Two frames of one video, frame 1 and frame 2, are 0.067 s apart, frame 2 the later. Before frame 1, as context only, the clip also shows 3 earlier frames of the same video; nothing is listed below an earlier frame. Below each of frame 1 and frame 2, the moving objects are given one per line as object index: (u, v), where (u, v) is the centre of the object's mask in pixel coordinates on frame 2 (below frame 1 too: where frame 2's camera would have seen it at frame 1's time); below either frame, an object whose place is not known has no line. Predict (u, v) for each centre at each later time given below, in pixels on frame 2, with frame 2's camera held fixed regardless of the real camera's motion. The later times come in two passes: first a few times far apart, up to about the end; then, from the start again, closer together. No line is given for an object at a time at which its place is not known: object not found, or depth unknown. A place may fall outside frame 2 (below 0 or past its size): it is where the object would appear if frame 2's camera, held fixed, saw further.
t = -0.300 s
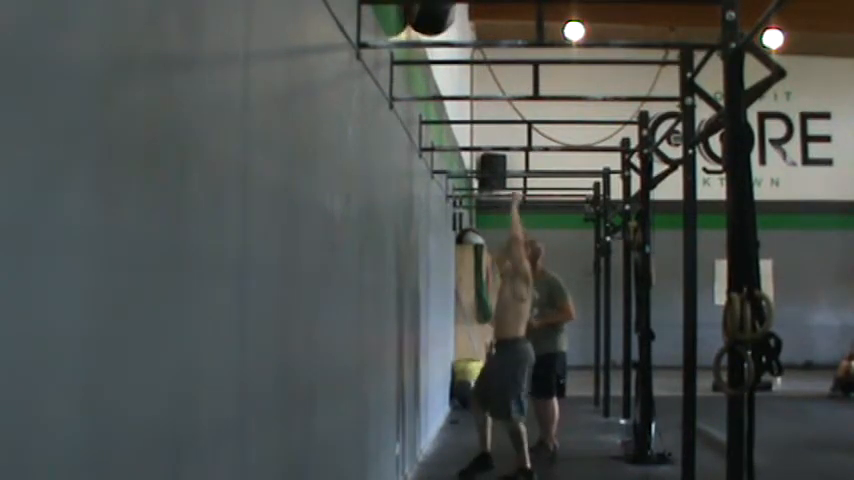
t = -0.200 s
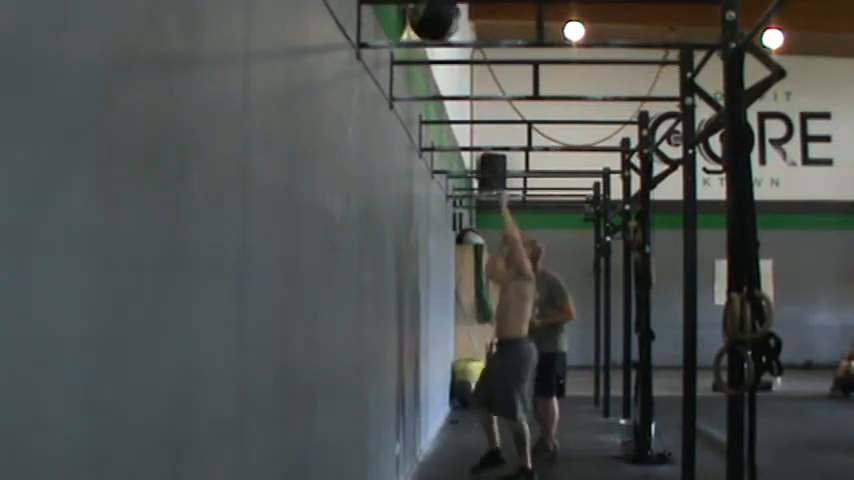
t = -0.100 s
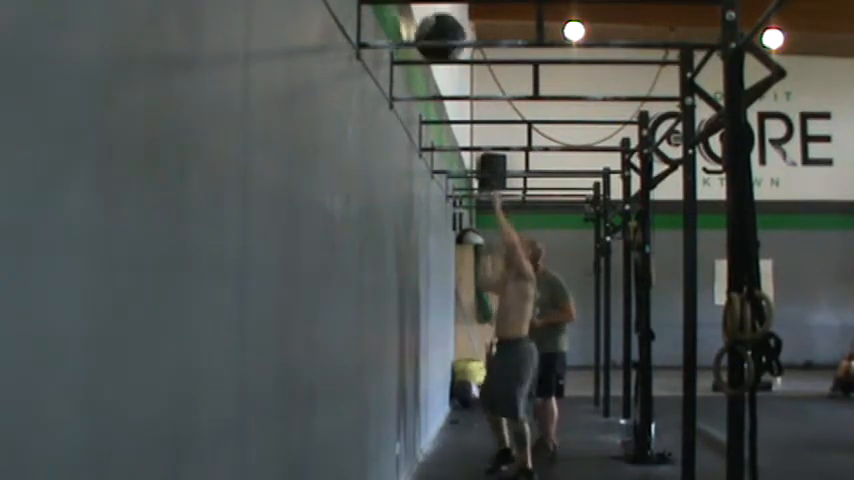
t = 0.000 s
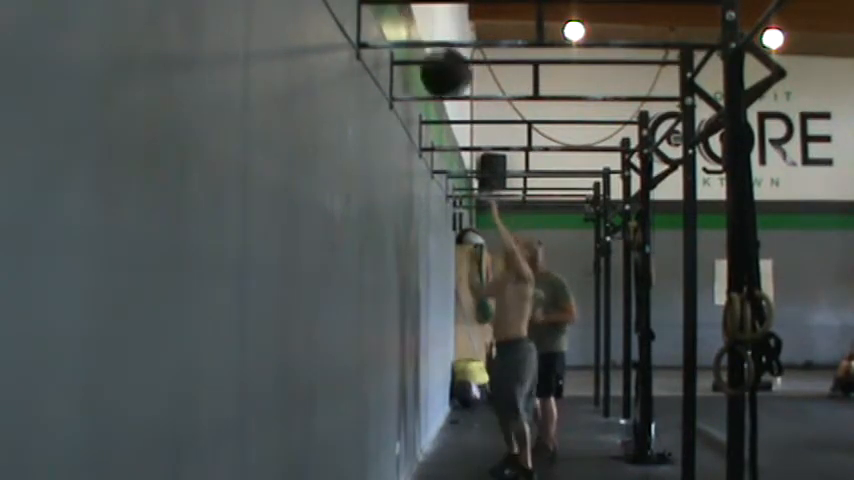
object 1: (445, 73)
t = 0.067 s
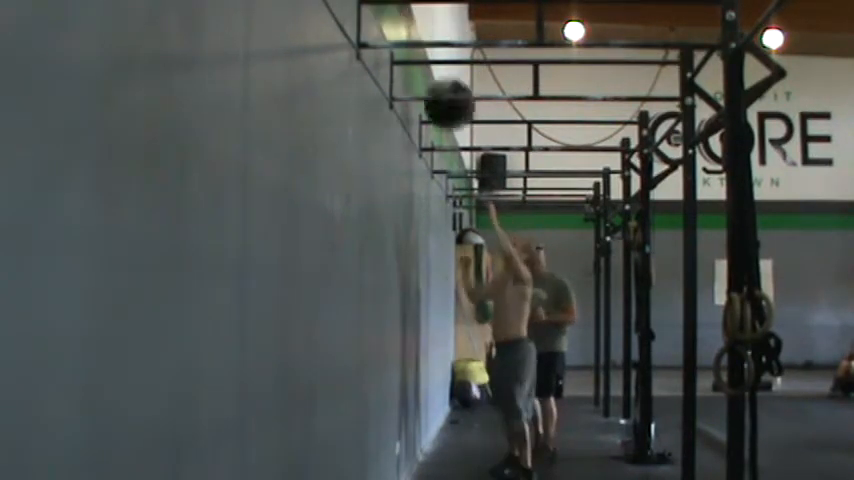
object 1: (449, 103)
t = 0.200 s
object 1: (456, 187)
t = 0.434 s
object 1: (451, 380)
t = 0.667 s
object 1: (444, 415)
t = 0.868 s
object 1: (444, 387)
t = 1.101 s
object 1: (441, 429)
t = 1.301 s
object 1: (444, 442)
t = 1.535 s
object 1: (449, 457)
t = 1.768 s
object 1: (454, 455)
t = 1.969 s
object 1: (457, 456)
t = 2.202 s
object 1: (459, 457)
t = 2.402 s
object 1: (459, 458)
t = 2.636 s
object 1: (459, 458)
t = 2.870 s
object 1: (459, 458)
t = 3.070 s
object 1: (459, 458)
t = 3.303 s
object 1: (459, 458)
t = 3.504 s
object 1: (459, 458)
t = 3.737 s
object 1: (459, 458)
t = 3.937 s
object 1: (459, 458)
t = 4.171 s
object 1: (459, 458)
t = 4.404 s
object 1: (459, 458)
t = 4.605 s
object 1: (459, 458)
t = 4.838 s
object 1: (459, 458)
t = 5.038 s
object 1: (459, 458)
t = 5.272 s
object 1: (459, 457)
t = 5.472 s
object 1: (459, 457)
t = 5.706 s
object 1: (459, 457)
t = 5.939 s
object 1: (459, 457)
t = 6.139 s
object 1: (459, 457)
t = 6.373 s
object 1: (459, 457)
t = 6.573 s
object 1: (459, 457)
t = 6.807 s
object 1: (459, 457)
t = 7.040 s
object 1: (459, 457)
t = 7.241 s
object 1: (459, 457)
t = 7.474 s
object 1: (459, 457)
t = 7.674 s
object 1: (459, 457)
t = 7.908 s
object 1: (459, 457)
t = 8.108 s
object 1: (459, 457)
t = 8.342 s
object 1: (459, 457)
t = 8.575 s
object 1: (459, 457)
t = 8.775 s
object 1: (459, 457)
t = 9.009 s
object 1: (459, 457)
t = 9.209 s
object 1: (459, 457)
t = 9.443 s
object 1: (459, 457)
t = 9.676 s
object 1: (459, 457)
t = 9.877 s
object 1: (459, 457)
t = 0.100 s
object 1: (451, 123)
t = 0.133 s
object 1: (453, 142)
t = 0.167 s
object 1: (455, 164)
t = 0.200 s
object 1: (456, 187)
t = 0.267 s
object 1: (458, 240)
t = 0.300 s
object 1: (458, 263)
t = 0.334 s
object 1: (455, 289)
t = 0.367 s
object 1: (454, 318)
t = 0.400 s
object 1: (453, 348)
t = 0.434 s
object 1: (451, 380)
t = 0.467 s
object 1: (448, 412)
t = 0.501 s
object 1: (445, 447)
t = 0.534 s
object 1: (444, 463)
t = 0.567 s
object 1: (444, 449)
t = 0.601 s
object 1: (445, 436)
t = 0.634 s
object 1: (445, 425)
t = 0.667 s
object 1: (444, 415)
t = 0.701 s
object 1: (443, 406)
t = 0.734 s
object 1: (445, 398)
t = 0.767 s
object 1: (445, 393)
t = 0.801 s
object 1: (444, 390)
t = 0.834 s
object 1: (444, 388)
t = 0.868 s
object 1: (444, 387)
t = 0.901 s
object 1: (444, 388)
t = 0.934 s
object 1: (444, 391)
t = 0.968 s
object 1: (444, 396)
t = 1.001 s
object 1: (444, 401)
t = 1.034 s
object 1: (442, 409)
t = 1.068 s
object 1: (441, 418)
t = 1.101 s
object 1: (441, 429)
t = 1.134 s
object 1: (439, 440)
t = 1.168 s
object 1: (440, 454)
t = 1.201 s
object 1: (441, 457)
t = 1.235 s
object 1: (442, 453)
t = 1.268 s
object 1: (443, 446)
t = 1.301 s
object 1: (444, 442)
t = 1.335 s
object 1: (445, 440)
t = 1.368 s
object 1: (445, 440)
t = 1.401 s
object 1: (446, 440)
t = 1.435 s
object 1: (447, 443)
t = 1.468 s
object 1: (448, 447)
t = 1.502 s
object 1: (448, 453)
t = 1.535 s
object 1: (449, 457)
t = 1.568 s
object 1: (450, 455)
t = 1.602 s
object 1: (451, 453)
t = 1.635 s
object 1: (451, 453)
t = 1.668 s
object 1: (452, 454)
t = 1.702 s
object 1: (452, 455)
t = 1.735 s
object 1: (453, 456)
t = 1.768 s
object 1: (454, 455)
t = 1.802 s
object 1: (455, 455)
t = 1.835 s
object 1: (455, 455)
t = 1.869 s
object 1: (456, 455)
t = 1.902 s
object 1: (456, 456)
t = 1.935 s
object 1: (457, 456)
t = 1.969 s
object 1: (457, 456)
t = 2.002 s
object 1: (458, 456)
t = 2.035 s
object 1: (458, 456)
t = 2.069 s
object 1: (458, 456)
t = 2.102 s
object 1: (459, 457)
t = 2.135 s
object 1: (459, 456)
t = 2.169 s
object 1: (459, 457)
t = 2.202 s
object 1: (459, 457)
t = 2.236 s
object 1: (459, 457)
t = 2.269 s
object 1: (459, 457)
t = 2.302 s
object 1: (459, 457)
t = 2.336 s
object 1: (459, 457)
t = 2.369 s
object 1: (459, 457)
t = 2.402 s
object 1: (459, 458)
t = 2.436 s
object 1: (459, 458)
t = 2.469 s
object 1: (459, 458)
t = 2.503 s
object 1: (459, 458)
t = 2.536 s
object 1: (459, 458)
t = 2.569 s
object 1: (459, 458)
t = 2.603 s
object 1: (459, 458)
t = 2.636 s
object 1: (459, 458)
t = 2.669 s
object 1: (459, 458)
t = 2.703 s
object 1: (459, 458)
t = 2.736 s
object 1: (459, 458)
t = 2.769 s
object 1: (458, 458)
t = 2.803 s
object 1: (458, 458)
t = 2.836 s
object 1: (459, 458)
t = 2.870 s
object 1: (459, 458)
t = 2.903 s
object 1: (459, 458)
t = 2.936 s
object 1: (459, 458)
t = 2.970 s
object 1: (459, 458)
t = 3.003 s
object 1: (459, 458)
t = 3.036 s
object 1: (459, 458)
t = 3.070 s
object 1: (459, 458)
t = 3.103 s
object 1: (459, 458)
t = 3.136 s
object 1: (459, 458)
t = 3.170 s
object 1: (459, 458)
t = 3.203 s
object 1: (459, 458)
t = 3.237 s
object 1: (459, 458)
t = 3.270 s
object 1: (459, 458)
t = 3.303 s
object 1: (459, 458)
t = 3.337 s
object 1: (459, 458)
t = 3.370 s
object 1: (459, 458)
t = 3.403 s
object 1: (459, 458)
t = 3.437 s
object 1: (459, 458)
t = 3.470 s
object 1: (459, 458)
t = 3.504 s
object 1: (459, 458)
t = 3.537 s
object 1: (459, 458)
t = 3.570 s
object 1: (459, 458)
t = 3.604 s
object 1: (459, 457)
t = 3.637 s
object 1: (459, 458)
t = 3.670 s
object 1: (459, 458)
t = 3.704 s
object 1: (459, 458)
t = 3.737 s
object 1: (459, 458)
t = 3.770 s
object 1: (459, 458)
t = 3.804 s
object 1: (459, 458)
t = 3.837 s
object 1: (459, 458)
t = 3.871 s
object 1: (459, 458)
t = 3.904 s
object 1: (459, 458)
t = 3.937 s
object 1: (459, 458)
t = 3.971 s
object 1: (459, 458)
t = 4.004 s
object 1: (459, 458)
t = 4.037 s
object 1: (459, 458)
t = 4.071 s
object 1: (459, 458)
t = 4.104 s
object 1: (459, 458)
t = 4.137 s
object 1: (459, 458)
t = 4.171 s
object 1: (459, 458)
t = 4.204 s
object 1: (459, 458)
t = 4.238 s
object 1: (459, 458)
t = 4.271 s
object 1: (459, 458)
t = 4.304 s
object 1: (459, 458)
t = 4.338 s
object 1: (459, 458)
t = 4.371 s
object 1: (459, 458)
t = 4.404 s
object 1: (459, 458)
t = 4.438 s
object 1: (459, 458)
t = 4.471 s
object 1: (459, 458)
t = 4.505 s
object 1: (459, 458)
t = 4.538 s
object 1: (459, 458)
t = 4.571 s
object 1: (459, 458)
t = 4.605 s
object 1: (459, 458)
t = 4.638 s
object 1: (459, 458)
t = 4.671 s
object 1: (459, 458)
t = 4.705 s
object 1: (459, 458)
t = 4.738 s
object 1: (459, 458)
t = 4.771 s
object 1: (459, 458)
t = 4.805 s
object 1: (459, 458)
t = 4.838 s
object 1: (459, 458)
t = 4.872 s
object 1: (459, 458)
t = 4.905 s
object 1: (459, 458)
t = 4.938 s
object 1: (459, 458)
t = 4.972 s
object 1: (459, 458)
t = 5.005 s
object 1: (459, 457)
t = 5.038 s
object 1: (459, 458)
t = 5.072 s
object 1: (459, 457)
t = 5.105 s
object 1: (459, 457)
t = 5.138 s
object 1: (459, 457)
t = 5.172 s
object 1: (459, 457)
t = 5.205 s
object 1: (459, 457)
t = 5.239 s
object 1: (459, 457)
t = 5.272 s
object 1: (459, 457)
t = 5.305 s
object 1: (459, 457)
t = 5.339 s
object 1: (459, 457)
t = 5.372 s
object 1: (459, 457)
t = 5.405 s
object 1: (459, 457)
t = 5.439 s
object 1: (459, 457)
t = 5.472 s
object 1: (459, 457)
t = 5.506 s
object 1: (459, 457)
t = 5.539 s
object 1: (459, 458)
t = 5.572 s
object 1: (459, 458)
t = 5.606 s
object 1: (459, 458)
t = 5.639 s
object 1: (459, 458)
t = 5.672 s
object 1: (459, 457)
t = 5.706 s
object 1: (459, 457)
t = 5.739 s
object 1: (459, 457)
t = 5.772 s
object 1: (459, 457)
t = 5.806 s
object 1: (459, 457)
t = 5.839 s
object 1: (459, 457)
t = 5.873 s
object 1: (459, 457)
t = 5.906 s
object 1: (459, 457)
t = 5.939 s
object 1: (459, 457)
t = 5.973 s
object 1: (459, 457)
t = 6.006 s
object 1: (459, 457)
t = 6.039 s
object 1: (459, 457)
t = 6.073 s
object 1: (459, 457)
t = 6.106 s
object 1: (459, 457)
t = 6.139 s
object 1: (459, 457)
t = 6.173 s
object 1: (459, 457)
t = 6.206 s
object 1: (459, 457)
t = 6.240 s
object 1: (459, 457)
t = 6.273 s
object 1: (459, 457)
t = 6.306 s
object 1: (459, 457)
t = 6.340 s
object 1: (459, 457)
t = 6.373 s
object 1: (459, 457)
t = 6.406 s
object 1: (459, 457)
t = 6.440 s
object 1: (459, 457)
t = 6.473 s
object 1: (459, 457)
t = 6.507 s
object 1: (459, 457)
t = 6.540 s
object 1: (458, 457)
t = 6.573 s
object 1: (459, 457)
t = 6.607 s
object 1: (459, 457)
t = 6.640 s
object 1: (459, 457)
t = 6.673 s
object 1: (459, 457)
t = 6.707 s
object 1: (459, 457)
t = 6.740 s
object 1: (459, 457)
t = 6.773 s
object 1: (459, 457)
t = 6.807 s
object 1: (459, 457)
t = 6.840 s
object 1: (459, 457)
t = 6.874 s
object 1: (459, 457)
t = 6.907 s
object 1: (459, 457)
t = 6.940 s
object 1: (459, 457)
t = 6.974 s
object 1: (459, 457)
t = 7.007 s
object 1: (459, 457)
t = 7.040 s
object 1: (459, 457)
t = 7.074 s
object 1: (459, 457)
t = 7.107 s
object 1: (459, 457)
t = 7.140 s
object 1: (459, 457)
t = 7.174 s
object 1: (459, 457)
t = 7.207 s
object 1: (459, 457)
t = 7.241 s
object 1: (459, 457)
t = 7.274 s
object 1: (459, 457)
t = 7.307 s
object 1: (459, 457)
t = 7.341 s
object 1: (459, 457)
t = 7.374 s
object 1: (459, 457)
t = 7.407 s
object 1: (459, 457)
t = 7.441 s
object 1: (459, 457)
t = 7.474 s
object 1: (459, 457)
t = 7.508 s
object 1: (459, 457)
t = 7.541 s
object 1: (459, 457)
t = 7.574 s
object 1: (459, 457)
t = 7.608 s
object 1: (459, 457)
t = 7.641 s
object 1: (459, 457)
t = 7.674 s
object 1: (459, 457)
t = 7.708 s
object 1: (459, 457)
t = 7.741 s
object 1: (459, 457)
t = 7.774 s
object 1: (459, 457)
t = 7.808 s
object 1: (459, 457)
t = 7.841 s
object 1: (459, 457)
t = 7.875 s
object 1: (459, 457)
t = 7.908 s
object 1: (459, 457)
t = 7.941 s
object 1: (459, 457)
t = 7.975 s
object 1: (459, 457)
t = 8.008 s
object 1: (459, 457)
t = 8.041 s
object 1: (459, 457)
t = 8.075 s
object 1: (459, 457)
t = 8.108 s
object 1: (459, 457)
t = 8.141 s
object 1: (459, 457)
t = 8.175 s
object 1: (459, 457)
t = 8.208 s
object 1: (459, 457)
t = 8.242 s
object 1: (459, 457)
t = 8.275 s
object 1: (459, 457)
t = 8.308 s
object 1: (459, 457)
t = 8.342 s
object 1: (459, 457)
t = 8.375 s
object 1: (459, 457)
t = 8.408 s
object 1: (459, 457)
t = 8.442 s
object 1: (459, 457)
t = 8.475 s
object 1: (459, 457)
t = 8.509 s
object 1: (459, 457)
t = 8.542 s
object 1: (459, 457)
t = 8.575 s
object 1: (459, 457)
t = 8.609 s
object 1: (459, 457)
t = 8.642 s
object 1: (459, 457)
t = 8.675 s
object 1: (459, 457)
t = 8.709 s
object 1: (459, 457)
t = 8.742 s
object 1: (459, 457)
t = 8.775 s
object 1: (459, 457)
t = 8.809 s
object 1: (459, 457)
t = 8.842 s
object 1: (459, 457)
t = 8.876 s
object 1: (459, 457)
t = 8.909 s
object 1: (459, 457)
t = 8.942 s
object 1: (459, 457)
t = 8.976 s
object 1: (459, 457)
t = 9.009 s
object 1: (459, 457)
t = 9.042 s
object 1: (459, 457)
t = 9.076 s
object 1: (459, 457)
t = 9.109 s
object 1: (459, 457)
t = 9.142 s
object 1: (459, 457)
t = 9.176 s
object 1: (459, 457)
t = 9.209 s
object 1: (459, 457)
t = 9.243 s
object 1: (459, 457)
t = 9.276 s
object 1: (459, 457)
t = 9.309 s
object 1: (459, 457)
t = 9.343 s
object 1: (459, 457)
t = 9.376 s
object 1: (459, 457)
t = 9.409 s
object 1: (459, 457)
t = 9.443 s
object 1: (459, 457)
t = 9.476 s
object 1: (459, 457)
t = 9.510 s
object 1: (459, 457)
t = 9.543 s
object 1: (459, 457)
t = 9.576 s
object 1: (459, 457)
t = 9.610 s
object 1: (459, 457)
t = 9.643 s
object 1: (459, 457)
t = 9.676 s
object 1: (459, 457)
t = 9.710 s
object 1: (459, 457)
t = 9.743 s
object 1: (459, 457)
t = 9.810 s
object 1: (459, 457)
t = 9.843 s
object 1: (459, 457)
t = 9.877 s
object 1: (459, 457)
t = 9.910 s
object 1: (459, 457)
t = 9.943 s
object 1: (459, 457)
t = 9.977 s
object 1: (459, 457)
